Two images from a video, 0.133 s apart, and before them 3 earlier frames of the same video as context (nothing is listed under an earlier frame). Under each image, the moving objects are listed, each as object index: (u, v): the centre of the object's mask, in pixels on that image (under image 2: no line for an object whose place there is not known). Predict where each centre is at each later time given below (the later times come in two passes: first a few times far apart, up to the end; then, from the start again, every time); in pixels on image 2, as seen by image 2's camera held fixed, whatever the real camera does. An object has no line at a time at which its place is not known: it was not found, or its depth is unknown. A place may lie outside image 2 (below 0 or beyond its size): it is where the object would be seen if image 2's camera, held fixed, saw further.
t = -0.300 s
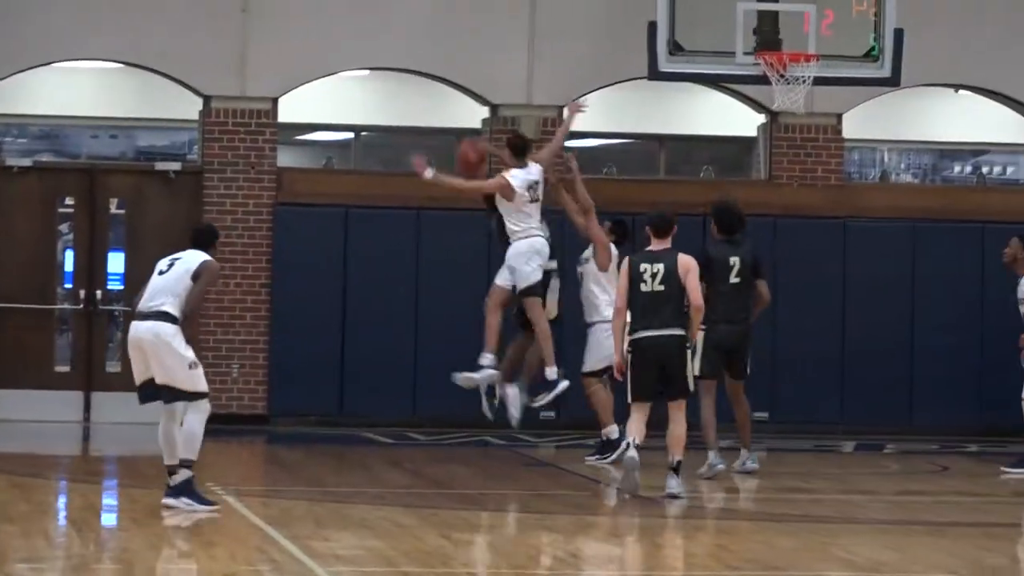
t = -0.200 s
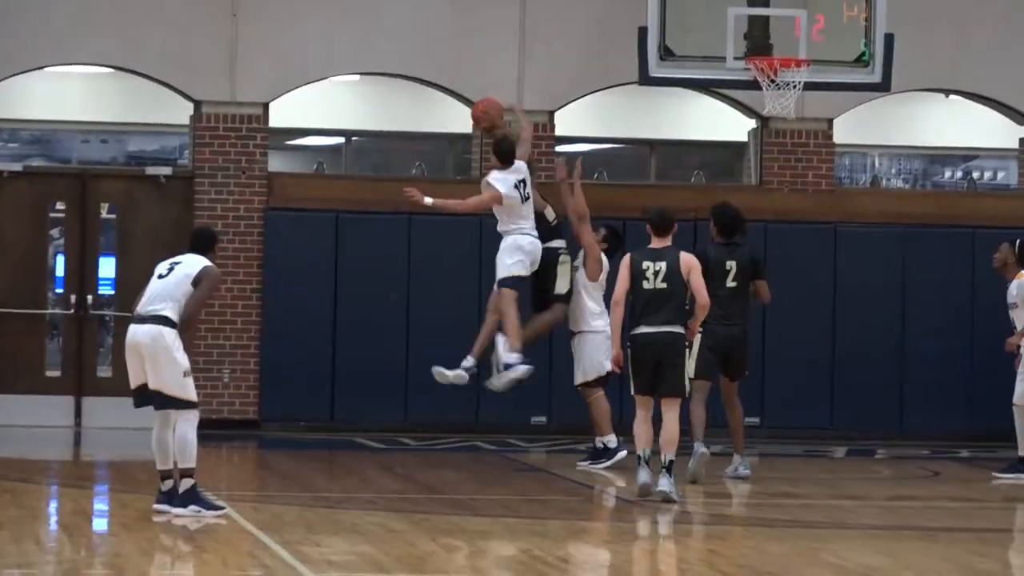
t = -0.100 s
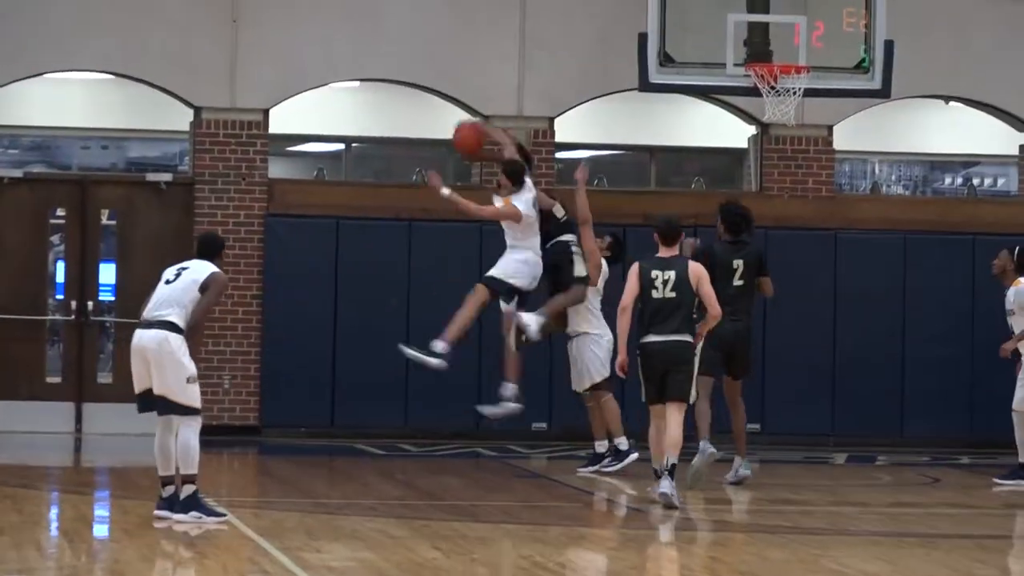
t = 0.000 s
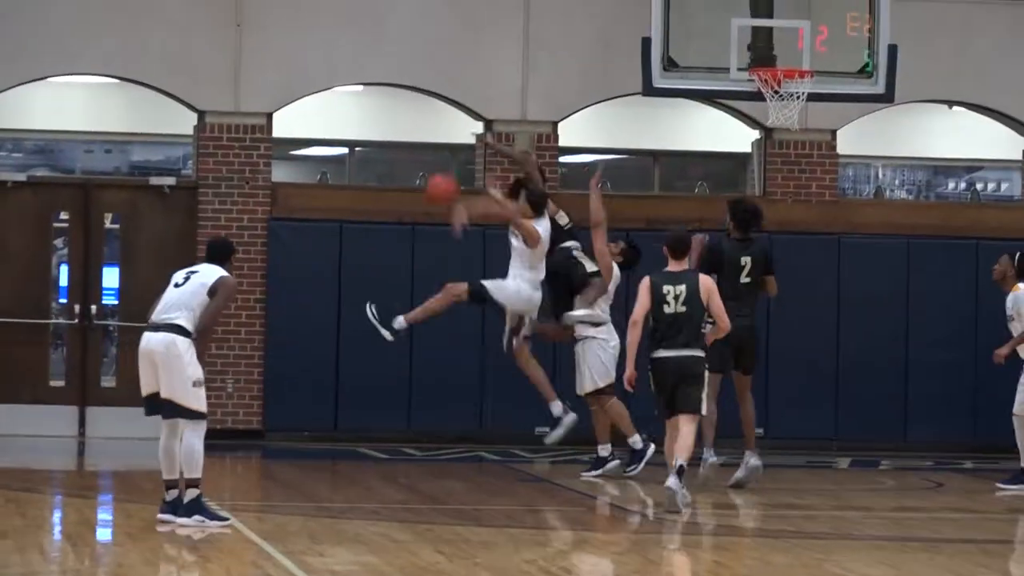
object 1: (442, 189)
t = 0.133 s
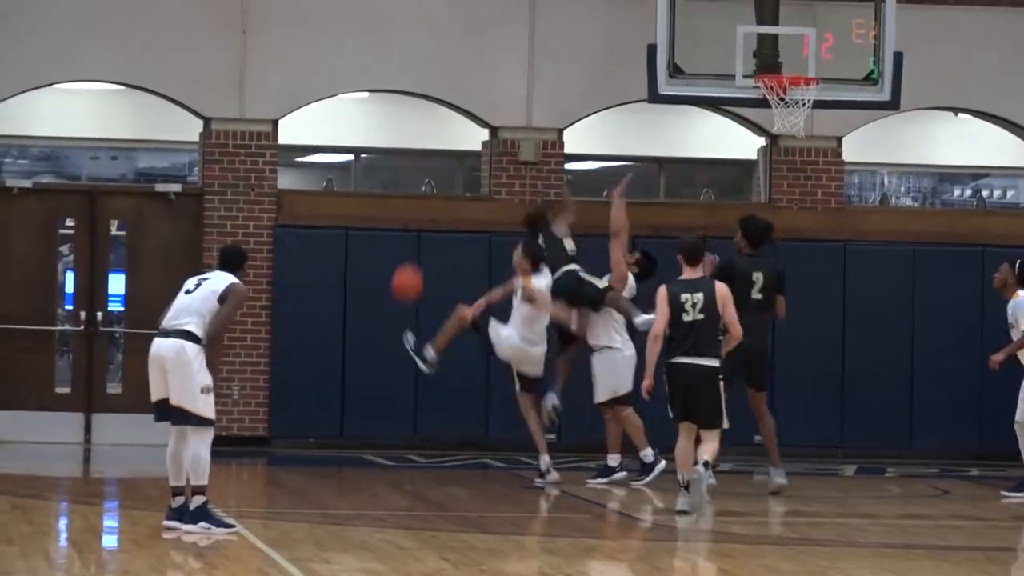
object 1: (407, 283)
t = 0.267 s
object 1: (368, 394)
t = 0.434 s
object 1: (325, 403)
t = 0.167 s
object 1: (397, 308)
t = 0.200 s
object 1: (387, 335)
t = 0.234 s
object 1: (378, 363)
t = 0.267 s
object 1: (368, 394)
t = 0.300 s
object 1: (359, 424)
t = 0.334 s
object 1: (349, 454)
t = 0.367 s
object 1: (341, 448)
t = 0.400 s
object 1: (332, 425)
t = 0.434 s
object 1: (325, 403)
